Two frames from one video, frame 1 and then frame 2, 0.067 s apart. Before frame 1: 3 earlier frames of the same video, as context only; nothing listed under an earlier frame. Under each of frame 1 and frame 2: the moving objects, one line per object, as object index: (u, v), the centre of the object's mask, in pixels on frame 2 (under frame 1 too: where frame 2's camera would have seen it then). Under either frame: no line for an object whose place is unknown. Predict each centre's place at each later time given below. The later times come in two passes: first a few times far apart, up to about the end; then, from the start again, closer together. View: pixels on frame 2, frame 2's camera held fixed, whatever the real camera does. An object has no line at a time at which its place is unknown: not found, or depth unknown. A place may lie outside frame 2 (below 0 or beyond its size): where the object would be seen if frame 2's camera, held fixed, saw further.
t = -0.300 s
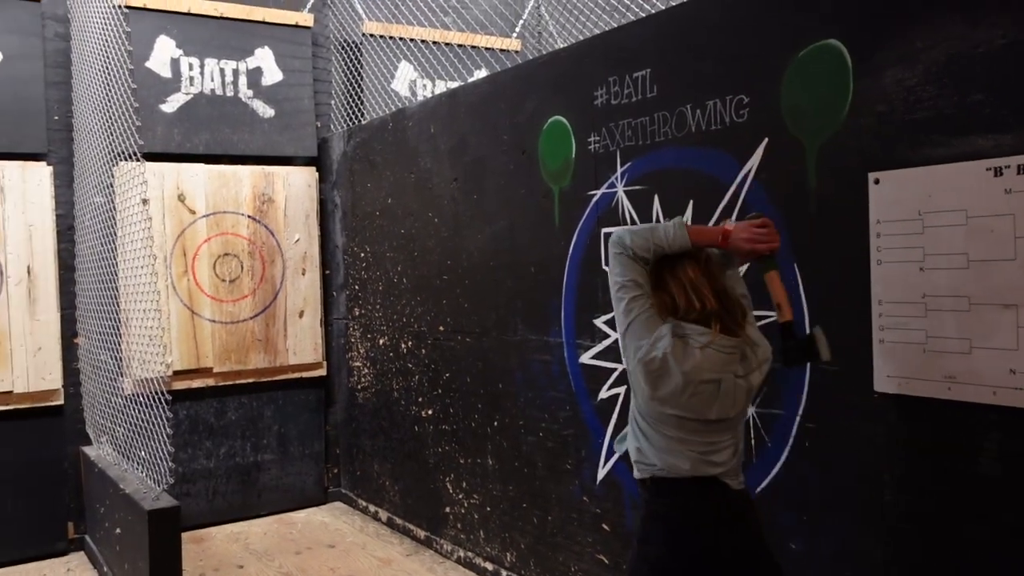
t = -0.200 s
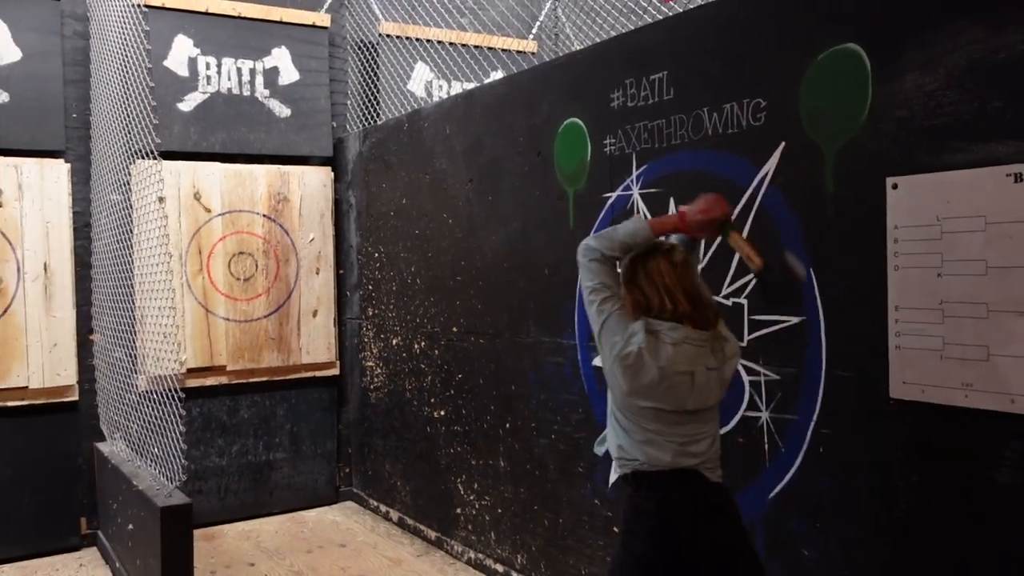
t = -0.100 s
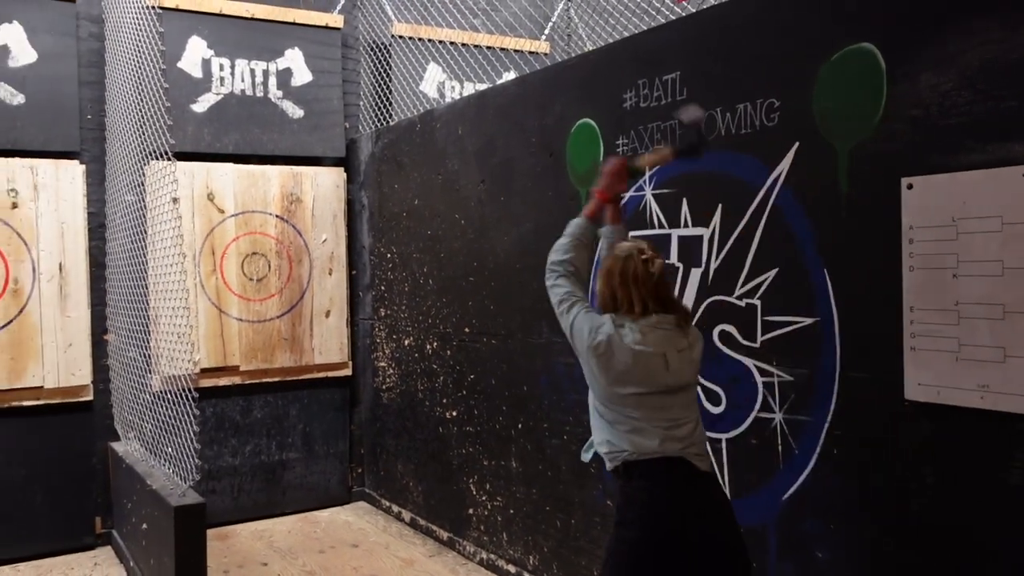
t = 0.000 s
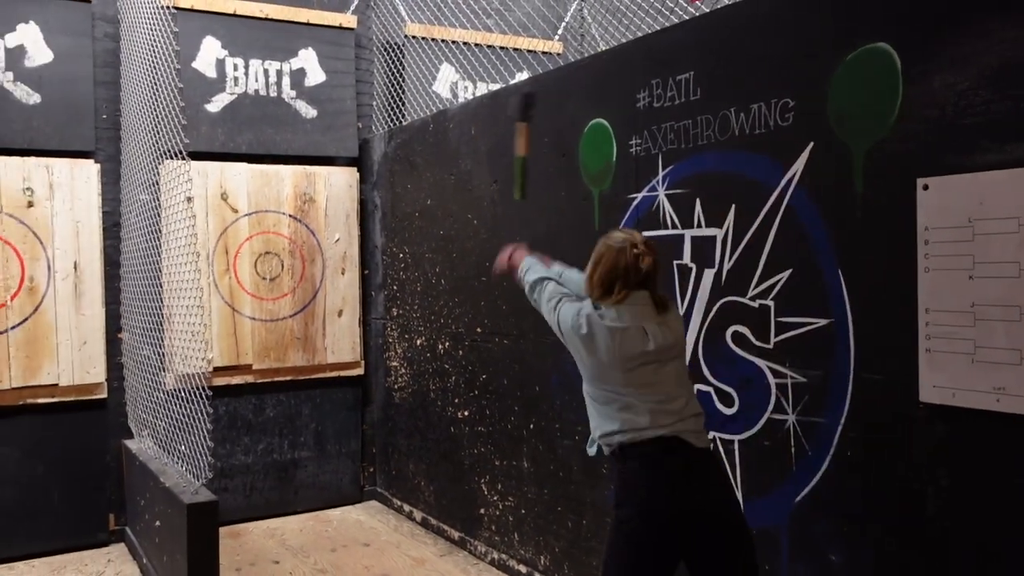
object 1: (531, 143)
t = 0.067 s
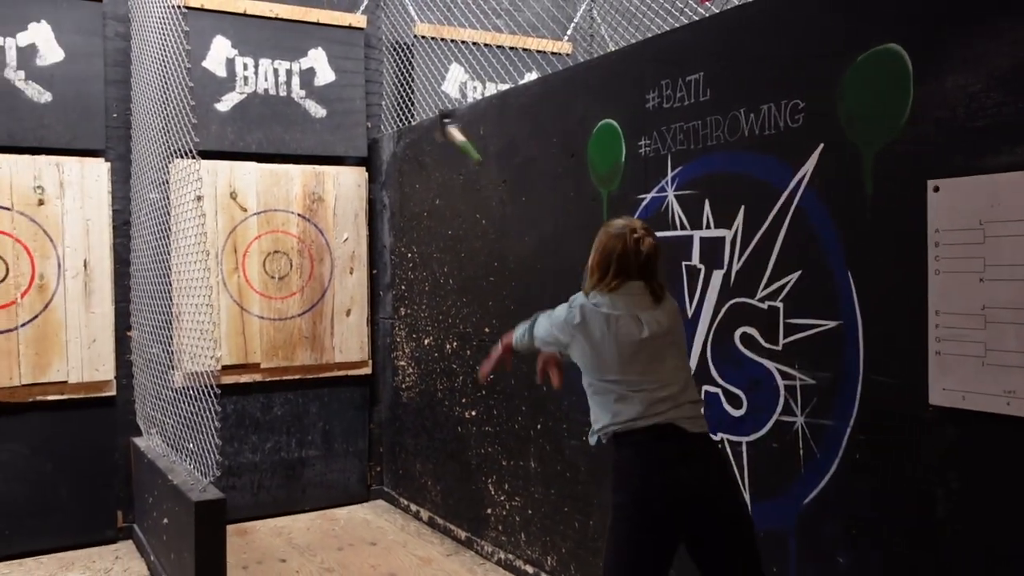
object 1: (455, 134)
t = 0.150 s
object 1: (381, 142)
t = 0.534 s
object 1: (303, 309)
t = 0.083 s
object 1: (438, 136)
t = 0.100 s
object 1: (426, 138)
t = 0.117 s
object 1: (410, 137)
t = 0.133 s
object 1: (394, 142)
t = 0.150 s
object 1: (381, 142)
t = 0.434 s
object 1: (295, 251)
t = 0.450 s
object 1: (297, 260)
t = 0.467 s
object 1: (298, 270)
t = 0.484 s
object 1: (300, 281)
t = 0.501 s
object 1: (302, 291)
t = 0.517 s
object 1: (303, 301)
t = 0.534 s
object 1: (303, 309)
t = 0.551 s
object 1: (304, 318)
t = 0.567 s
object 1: (305, 330)
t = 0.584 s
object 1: (306, 333)
